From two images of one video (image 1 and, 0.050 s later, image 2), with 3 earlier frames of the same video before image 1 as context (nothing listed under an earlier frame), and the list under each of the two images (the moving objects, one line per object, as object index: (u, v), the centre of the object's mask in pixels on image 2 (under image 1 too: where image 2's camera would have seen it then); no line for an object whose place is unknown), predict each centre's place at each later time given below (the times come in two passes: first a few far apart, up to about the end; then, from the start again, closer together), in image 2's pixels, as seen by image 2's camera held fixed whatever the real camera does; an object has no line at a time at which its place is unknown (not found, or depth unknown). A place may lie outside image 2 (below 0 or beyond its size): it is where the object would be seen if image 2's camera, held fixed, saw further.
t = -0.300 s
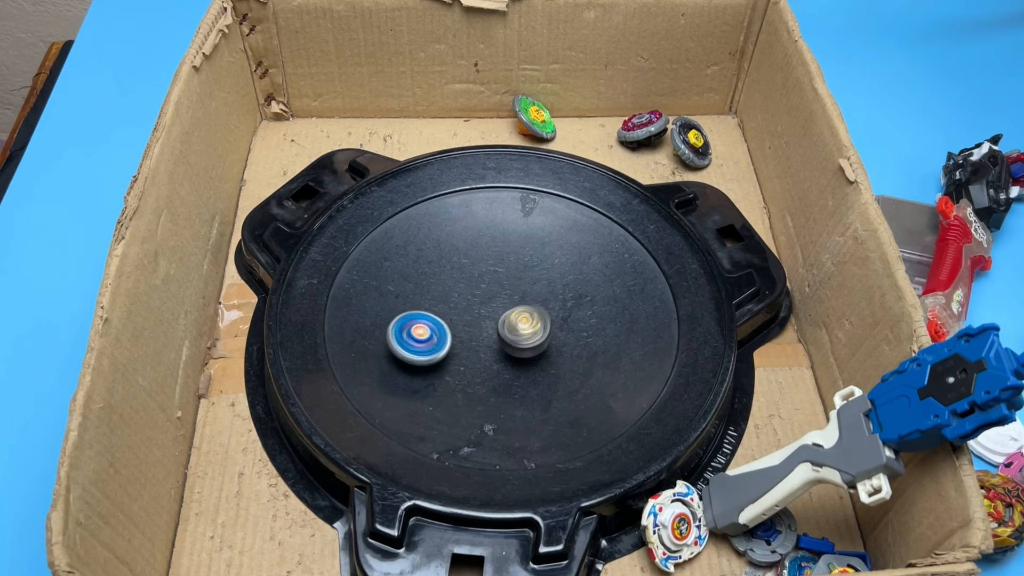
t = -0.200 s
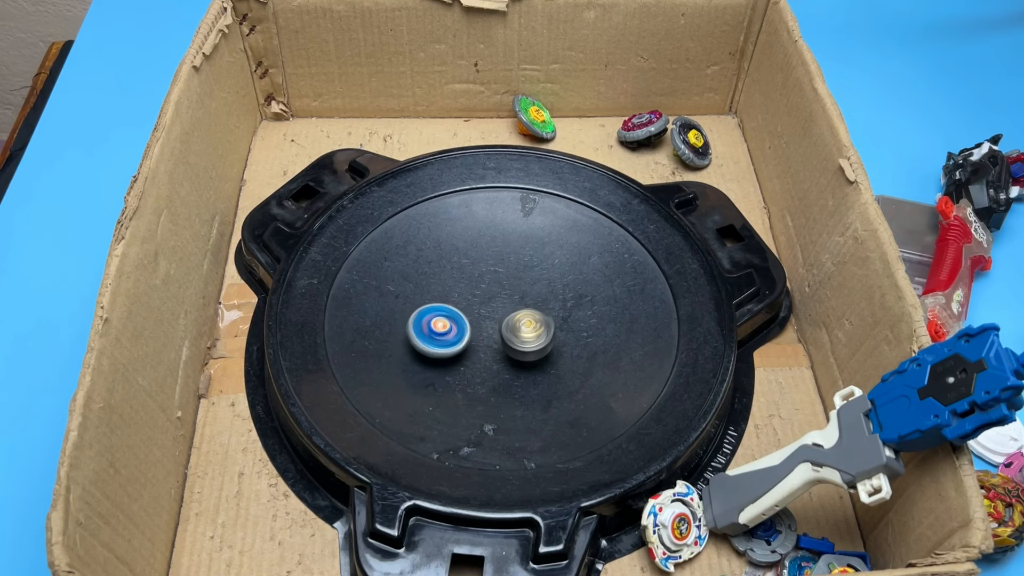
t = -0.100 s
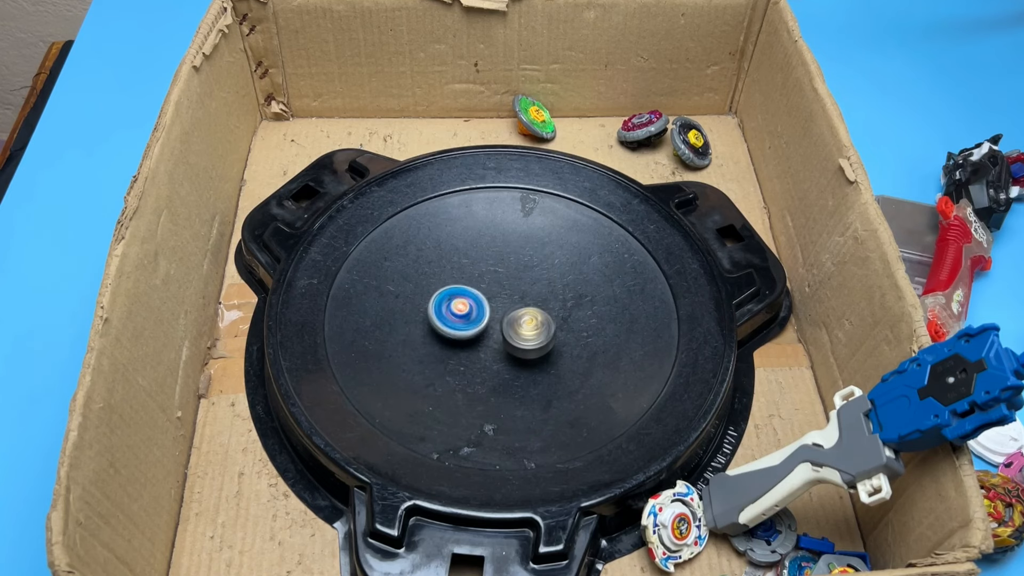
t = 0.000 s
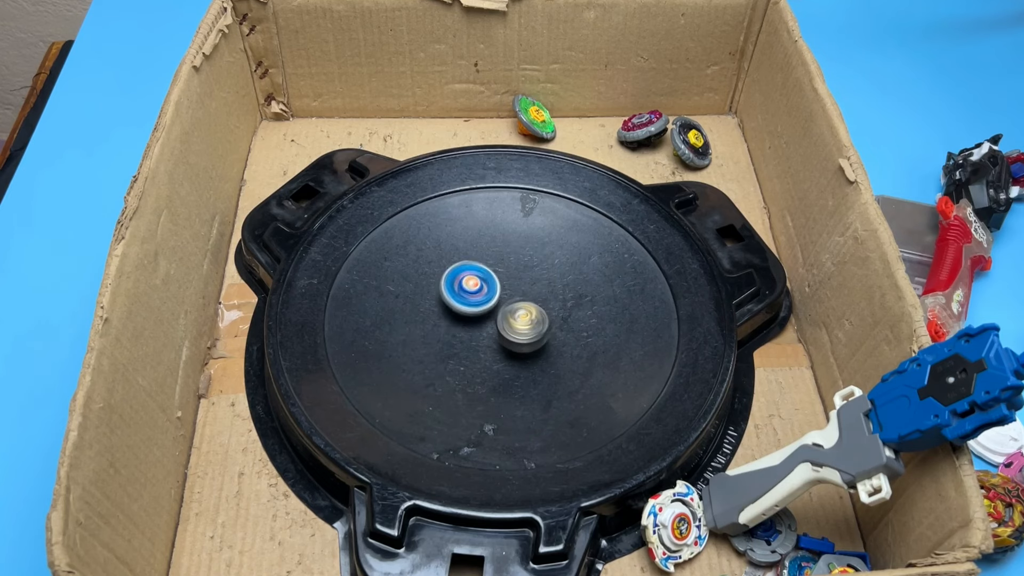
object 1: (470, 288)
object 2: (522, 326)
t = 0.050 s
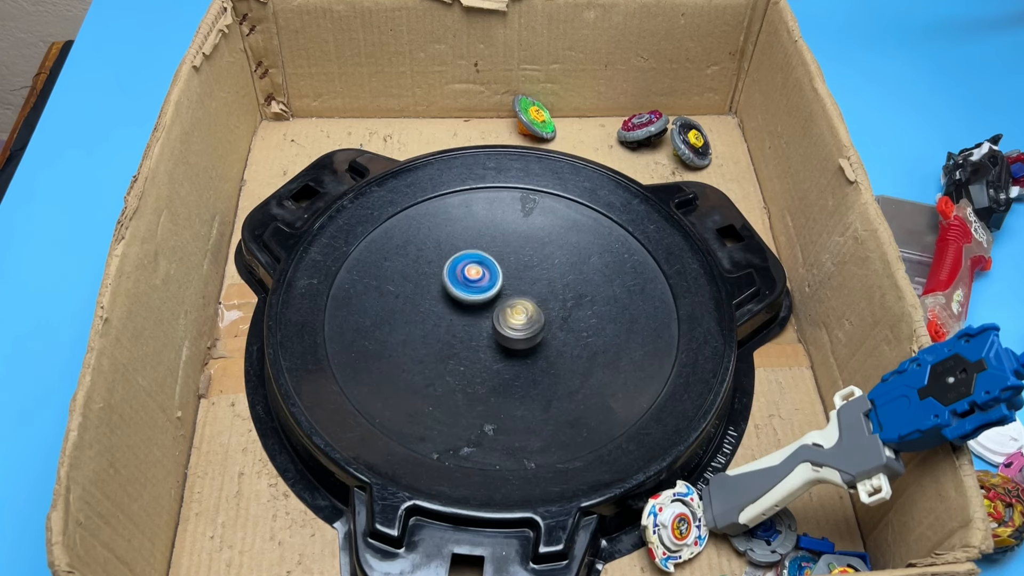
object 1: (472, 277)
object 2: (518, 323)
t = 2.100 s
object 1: (570, 341)
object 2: (489, 309)
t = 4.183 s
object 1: (572, 279)
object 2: (521, 311)
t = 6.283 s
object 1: (542, 290)
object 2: (493, 316)
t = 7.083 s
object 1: (516, 359)
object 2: (512, 308)
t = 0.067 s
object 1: (472, 273)
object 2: (516, 323)
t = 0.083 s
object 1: (472, 270)
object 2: (515, 321)
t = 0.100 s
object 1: (472, 267)
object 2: (513, 321)
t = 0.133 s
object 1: (472, 261)
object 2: (510, 320)
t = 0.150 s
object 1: (471, 258)
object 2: (509, 319)
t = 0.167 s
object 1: (471, 256)
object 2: (507, 318)
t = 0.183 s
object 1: (470, 254)
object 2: (505, 318)
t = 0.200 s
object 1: (470, 253)
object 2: (503, 317)
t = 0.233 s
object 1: (469, 250)
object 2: (500, 316)
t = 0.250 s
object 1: (468, 250)
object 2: (498, 316)
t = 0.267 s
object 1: (468, 250)
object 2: (496, 315)
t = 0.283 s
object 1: (468, 250)
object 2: (495, 315)
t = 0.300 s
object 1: (468, 251)
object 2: (493, 314)
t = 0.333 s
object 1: (469, 255)
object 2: (490, 314)
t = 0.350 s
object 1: (470, 256)
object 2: (489, 313)
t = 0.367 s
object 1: (471, 258)
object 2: (487, 313)
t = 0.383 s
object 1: (473, 260)
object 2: (487, 313)
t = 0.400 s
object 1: (475, 262)
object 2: (486, 314)
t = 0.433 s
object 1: (480, 266)
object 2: (484, 314)
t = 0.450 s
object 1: (483, 268)
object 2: (484, 313)
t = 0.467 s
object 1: (487, 269)
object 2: (483, 315)
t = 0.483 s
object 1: (491, 270)
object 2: (483, 315)
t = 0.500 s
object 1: (495, 271)
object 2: (483, 317)
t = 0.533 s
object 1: (504, 272)
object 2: (483, 318)
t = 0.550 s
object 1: (508, 273)
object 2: (483, 318)
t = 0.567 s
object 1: (513, 274)
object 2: (485, 319)
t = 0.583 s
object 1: (517, 274)
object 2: (485, 319)
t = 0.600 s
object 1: (521, 274)
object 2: (486, 321)
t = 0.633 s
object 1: (530, 274)
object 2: (489, 321)
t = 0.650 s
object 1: (534, 274)
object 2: (489, 322)
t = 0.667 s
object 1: (537, 273)
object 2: (492, 322)
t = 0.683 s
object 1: (541, 272)
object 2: (492, 322)
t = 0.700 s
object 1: (544, 272)
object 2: (494, 323)
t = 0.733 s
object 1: (550, 271)
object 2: (498, 323)
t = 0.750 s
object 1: (553, 270)
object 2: (500, 322)
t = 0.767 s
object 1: (556, 269)
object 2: (502, 322)
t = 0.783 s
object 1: (558, 268)
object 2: (503, 322)
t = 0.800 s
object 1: (560, 268)
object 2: (505, 321)
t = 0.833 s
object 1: (563, 267)
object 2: (510, 320)
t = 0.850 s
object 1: (565, 267)
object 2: (512, 320)
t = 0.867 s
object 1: (565, 267)
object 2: (512, 319)
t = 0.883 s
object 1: (566, 266)
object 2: (514, 318)
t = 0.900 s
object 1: (565, 267)
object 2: (514, 317)
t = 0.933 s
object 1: (564, 269)
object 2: (517, 315)
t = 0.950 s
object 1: (564, 270)
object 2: (519, 314)
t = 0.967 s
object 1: (563, 271)
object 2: (520, 313)
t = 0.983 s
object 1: (563, 272)
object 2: (521, 312)
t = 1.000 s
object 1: (562, 274)
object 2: (522, 311)
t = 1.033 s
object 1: (566, 274)
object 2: (521, 311)
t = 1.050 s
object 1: (573, 270)
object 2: (517, 313)
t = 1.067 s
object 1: (578, 267)
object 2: (515, 315)
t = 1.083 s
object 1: (582, 264)
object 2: (512, 316)
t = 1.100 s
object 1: (584, 262)
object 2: (511, 316)
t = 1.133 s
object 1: (586, 257)
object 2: (508, 317)
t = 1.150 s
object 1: (587, 255)
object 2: (506, 318)
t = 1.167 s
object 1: (587, 254)
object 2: (505, 319)
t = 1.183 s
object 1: (586, 252)
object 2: (504, 320)
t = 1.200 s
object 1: (585, 251)
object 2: (504, 321)
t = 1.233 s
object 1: (581, 251)
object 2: (502, 323)
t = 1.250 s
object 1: (578, 252)
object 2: (502, 324)
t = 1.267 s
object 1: (575, 253)
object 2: (499, 325)
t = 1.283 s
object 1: (572, 255)
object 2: (498, 325)
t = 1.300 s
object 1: (569, 258)
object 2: (496, 326)
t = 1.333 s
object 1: (562, 264)
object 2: (493, 328)
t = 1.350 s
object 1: (560, 267)
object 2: (491, 328)
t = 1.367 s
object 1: (557, 271)
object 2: (491, 329)
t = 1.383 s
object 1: (555, 274)
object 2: (489, 329)
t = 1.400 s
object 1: (553, 278)
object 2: (489, 329)
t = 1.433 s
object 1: (549, 286)
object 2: (486, 330)
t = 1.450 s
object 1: (548, 291)
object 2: (485, 330)
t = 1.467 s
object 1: (546, 295)
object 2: (484, 330)
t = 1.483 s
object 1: (545, 299)
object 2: (484, 331)
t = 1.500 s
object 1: (544, 304)
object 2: (483, 330)
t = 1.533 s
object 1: (542, 312)
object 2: (483, 330)
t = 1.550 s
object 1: (541, 316)
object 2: (484, 330)
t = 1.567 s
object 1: (540, 321)
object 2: (482, 329)
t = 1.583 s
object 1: (541, 325)
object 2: (482, 329)
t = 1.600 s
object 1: (549, 329)
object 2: (477, 329)
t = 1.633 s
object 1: (561, 336)
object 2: (472, 328)
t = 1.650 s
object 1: (566, 339)
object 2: (469, 327)
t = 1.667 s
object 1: (569, 342)
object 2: (469, 327)
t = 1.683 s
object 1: (572, 344)
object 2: (467, 327)
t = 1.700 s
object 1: (576, 346)
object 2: (467, 326)
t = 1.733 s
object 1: (582, 350)
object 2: (465, 326)
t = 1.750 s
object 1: (586, 352)
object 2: (466, 325)
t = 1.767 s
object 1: (589, 353)
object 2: (464, 325)
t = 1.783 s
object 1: (592, 354)
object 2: (465, 324)
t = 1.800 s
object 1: (595, 355)
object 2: (464, 325)
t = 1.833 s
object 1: (601, 356)
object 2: (467, 323)
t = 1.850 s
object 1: (603, 356)
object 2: (467, 321)
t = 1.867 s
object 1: (605, 356)
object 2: (468, 320)
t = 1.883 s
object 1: (606, 355)
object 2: (468, 320)
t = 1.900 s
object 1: (606, 354)
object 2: (471, 318)
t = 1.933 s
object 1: (606, 352)
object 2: (473, 317)
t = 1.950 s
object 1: (604, 351)
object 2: (476, 316)
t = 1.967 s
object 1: (602, 350)
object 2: (476, 315)
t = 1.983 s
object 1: (600, 348)
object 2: (479, 314)
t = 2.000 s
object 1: (596, 347)
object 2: (480, 314)
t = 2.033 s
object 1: (588, 344)
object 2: (484, 312)
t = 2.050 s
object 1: (584, 343)
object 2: (484, 311)
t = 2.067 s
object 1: (579, 342)
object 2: (486, 310)
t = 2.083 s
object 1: (575, 342)
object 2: (487, 310)
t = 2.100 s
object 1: (570, 341)
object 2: (489, 309)
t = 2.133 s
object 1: (560, 340)
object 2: (493, 307)
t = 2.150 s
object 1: (554, 340)
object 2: (495, 307)
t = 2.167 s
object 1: (550, 339)
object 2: (496, 306)
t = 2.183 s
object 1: (544, 339)
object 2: (498, 306)
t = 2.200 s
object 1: (542, 343)
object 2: (498, 303)
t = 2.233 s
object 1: (541, 352)
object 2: (497, 296)
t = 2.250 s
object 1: (539, 355)
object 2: (498, 295)
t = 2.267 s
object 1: (536, 357)
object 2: (498, 293)
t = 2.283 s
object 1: (533, 360)
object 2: (500, 291)
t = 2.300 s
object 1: (531, 362)
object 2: (500, 290)
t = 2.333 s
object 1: (525, 366)
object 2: (502, 289)
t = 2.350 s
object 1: (523, 368)
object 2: (503, 288)
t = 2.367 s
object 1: (520, 369)
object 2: (504, 288)
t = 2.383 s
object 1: (517, 371)
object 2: (504, 287)
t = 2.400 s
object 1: (515, 373)
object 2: (505, 287)
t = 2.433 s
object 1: (509, 375)
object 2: (506, 286)
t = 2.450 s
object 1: (508, 376)
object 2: (508, 286)
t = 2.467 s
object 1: (505, 377)
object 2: (508, 285)
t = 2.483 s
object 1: (502, 378)
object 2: (510, 285)
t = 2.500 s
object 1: (500, 379)
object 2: (511, 286)
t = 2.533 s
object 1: (496, 379)
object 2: (512, 285)
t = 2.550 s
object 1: (494, 379)
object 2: (513, 286)
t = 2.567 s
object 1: (492, 380)
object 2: (514, 286)
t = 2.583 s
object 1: (490, 379)
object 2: (516, 287)
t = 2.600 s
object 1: (488, 379)
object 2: (516, 288)
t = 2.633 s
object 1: (485, 378)
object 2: (518, 290)
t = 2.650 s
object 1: (484, 377)
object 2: (518, 291)
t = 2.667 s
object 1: (483, 376)
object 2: (520, 291)
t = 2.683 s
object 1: (481, 374)
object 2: (519, 293)
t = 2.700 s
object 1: (479, 372)
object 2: (520, 294)
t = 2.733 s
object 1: (476, 369)
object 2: (521, 297)
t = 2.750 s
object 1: (475, 366)
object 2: (522, 297)
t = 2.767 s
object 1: (474, 364)
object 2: (522, 299)
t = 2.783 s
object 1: (473, 362)
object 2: (523, 301)
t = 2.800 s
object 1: (472, 359)
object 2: (524, 302)
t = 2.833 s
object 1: (469, 354)
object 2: (523, 306)
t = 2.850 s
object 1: (468, 352)
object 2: (523, 308)
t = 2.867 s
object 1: (466, 349)
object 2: (522, 310)
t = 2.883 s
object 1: (465, 346)
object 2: (523, 310)
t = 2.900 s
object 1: (464, 344)
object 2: (521, 313)
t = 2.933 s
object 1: (462, 338)
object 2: (522, 315)
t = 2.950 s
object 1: (460, 336)
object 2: (520, 317)
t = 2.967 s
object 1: (460, 333)
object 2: (520, 318)
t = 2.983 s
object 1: (459, 330)
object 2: (520, 320)
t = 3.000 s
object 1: (458, 327)
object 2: (519, 322)
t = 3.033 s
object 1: (457, 321)
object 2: (517, 323)
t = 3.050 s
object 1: (456, 319)
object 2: (517, 325)
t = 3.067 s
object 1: (456, 316)
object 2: (517, 325)
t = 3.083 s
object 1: (455, 313)
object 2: (515, 326)
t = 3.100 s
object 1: (455, 311)
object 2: (514, 327)
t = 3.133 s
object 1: (454, 306)
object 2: (512, 329)
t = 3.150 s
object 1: (454, 303)
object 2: (511, 328)
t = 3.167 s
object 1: (453, 301)
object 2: (510, 330)
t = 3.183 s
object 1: (453, 299)
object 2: (508, 331)
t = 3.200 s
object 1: (454, 297)
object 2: (508, 330)
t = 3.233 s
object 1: (454, 292)
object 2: (504, 331)
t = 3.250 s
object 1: (455, 290)
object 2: (504, 331)
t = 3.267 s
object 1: (455, 288)
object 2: (501, 331)
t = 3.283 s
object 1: (455, 286)
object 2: (500, 330)
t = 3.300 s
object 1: (456, 284)
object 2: (498, 331)
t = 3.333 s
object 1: (457, 281)
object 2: (496, 330)
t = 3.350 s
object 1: (458, 279)
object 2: (494, 329)
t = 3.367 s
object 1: (459, 278)
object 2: (492, 329)
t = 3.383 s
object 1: (460, 277)
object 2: (493, 328)
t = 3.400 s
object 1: (460, 276)
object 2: (491, 327)
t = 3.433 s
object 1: (463, 276)
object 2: (490, 326)
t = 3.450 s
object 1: (465, 275)
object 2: (488, 325)
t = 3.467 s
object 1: (468, 274)
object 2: (488, 324)
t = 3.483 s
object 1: (471, 275)
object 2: (488, 325)
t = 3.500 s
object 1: (473, 274)
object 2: (487, 324)
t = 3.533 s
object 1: (478, 274)
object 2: (486, 322)
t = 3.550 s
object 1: (481, 274)
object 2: (486, 321)
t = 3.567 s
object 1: (483, 273)
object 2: (487, 319)
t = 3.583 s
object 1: (487, 273)
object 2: (486, 319)
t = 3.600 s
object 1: (491, 271)
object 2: (486, 319)
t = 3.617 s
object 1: (494, 270)
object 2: (487, 319)
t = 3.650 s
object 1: (499, 268)
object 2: (486, 317)
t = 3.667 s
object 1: (502, 267)
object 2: (488, 317)
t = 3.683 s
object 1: (504, 266)
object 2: (488, 315)
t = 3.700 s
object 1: (507, 266)
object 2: (489, 315)
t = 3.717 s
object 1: (510, 265)
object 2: (490, 315)
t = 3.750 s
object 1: (515, 264)
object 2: (493, 313)
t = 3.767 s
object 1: (517, 264)
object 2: (493, 314)
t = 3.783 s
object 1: (520, 263)
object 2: (495, 313)
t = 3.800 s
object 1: (522, 263)
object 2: (497, 312)
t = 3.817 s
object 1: (525, 263)
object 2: (497, 312)
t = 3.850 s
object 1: (529, 263)
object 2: (501, 310)
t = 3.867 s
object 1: (532, 264)
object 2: (502, 310)
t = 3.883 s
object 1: (534, 264)
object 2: (503, 310)
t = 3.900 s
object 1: (536, 265)
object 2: (506, 309)
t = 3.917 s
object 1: (538, 265)
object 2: (506, 309)
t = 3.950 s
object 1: (543, 266)
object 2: (511, 308)
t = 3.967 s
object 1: (544, 267)
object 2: (511, 308)
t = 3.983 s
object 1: (546, 268)
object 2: (512, 307)
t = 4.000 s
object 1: (549, 269)
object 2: (515, 307)
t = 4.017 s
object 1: (551, 271)
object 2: (516, 307)
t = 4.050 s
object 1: (556, 272)
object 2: (518, 308)
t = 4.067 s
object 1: (559, 274)
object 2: (517, 308)
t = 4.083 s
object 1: (562, 274)
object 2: (517, 308)
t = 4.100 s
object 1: (564, 274)
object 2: (518, 309)
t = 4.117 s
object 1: (566, 275)
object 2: (518, 309)
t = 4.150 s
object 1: (569, 277)
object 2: (520, 311)
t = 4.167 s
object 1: (571, 277)
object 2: (520, 311)
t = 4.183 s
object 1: (572, 279)
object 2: (521, 311)
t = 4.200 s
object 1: (574, 281)
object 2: (521, 312)
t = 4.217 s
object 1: (574, 282)
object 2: (521, 313)
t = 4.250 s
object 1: (576, 285)
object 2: (522, 314)
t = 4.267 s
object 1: (577, 287)
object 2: (522, 314)
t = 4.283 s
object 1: (577, 289)
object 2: (522, 314)
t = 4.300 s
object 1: (577, 291)
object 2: (523, 315)
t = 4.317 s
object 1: (577, 293)
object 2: (523, 316)
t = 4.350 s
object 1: (576, 297)
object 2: (523, 317)
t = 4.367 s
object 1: (576, 300)
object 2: (523, 318)
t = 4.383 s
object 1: (576, 302)
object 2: (522, 317)
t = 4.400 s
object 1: (578, 303)
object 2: (520, 319)
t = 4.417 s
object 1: (579, 305)
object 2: (517, 319)
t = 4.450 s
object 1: (581, 308)
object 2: (515, 320)
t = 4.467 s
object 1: (582, 310)
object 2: (513, 320)
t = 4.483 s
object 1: (582, 311)
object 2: (511, 321)
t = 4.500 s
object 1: (582, 313)
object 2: (511, 321)
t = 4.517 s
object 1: (582, 315)
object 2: (509, 322)
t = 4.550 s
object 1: (581, 319)
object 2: (506, 322)
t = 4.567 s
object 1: (581, 321)
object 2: (504, 322)
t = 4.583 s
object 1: (580, 323)
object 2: (502, 322)
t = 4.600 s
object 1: (578, 325)
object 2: (502, 322)
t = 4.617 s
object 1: (577, 327)
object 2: (499, 322)
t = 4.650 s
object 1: (575, 331)
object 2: (498, 321)
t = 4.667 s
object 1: (573, 333)
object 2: (495, 321)
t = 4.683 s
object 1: (571, 335)
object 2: (494, 321)
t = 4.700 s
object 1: (569, 337)
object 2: (494, 320)
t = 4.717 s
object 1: (568, 339)
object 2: (492, 320)
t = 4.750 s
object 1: (563, 342)
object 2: (490, 318)
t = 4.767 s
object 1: (561, 344)
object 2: (489, 319)
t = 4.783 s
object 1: (559, 345)
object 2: (488, 318)
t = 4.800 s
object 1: (557, 346)
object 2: (487, 316)
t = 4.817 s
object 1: (554, 348)
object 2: (487, 317)
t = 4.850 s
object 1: (549, 350)
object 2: (486, 315)
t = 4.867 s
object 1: (547, 351)
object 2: (487, 315)
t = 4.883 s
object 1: (544, 352)
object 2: (486, 313)
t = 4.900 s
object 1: (541, 353)
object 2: (485, 312)
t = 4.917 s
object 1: (538, 353)
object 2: (486, 312)
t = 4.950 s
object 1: (532, 354)
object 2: (486, 310)
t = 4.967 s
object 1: (529, 354)
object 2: (487, 310)
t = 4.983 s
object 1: (525, 355)
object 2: (487, 309)
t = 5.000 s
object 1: (522, 355)
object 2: (486, 308)
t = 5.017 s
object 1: (520, 355)
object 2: (488, 308)
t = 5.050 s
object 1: (512, 354)
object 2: (487, 307)
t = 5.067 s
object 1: (509, 354)
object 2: (490, 306)
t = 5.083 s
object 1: (507, 354)
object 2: (490, 306)
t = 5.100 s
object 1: (504, 355)
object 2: (491, 305)
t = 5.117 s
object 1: (500, 355)
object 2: (493, 303)
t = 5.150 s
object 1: (495, 354)
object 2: (495, 302)
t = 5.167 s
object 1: (492, 354)
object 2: (496, 302)
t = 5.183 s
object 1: (488, 354)
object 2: (498, 302)
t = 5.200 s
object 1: (485, 353)
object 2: (499, 301)
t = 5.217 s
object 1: (483, 352)
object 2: (500, 300)
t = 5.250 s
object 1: (477, 351)
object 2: (503, 300)
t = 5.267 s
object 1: (474, 350)
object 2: (504, 300)
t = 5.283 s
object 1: (472, 349)
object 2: (506, 300)
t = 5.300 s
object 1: (470, 348)
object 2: (507, 300)
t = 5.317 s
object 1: (468, 347)
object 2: (508, 301)
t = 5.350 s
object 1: (463, 344)
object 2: (511, 301)
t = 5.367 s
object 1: (462, 343)
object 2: (513, 301)
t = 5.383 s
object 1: (461, 342)
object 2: (514, 301)
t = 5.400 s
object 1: (459, 340)
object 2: (516, 302)
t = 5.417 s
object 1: (458, 338)
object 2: (516, 303)
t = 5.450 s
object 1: (456, 335)
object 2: (519, 304)
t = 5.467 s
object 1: (455, 333)
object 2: (519, 305)
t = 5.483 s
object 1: (454, 330)
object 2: (520, 306)
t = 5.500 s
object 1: (454, 329)
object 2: (521, 306)
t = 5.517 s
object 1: (453, 327)
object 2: (521, 308)
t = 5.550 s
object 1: (453, 323)
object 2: (522, 309)
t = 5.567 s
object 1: (453, 321)
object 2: (523, 311)
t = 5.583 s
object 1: (453, 319)
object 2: (523, 312)
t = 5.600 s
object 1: (453, 317)
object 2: (523, 313)
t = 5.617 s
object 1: (454, 315)
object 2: (524, 314)
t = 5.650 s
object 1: (456, 311)
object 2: (523, 316)
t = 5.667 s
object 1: (456, 310)
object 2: (524, 317)
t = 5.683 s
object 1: (457, 308)
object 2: (522, 319)
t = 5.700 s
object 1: (459, 306)
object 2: (522, 321)
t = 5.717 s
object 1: (460, 304)
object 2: (522, 320)
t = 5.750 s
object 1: (463, 301)
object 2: (521, 324)
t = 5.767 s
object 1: (465, 299)
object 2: (520, 324)
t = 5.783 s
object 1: (467, 297)
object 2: (520, 325)
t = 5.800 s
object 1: (469, 296)
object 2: (518, 325)
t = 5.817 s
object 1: (470, 295)
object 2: (517, 326)
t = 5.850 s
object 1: (473, 292)
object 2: (515, 328)
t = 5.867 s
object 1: (477, 290)
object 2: (514, 329)
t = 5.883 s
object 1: (479, 289)
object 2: (513, 328)
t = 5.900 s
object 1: (480, 288)
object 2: (512, 330)
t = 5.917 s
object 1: (482, 287)
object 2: (511, 330)
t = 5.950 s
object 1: (489, 285)
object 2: (509, 330)
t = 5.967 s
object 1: (491, 284)
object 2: (506, 330)
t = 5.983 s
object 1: (493, 284)
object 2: (505, 330)
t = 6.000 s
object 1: (495, 283)
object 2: (504, 329)
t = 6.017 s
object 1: (499, 283)
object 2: (502, 330)
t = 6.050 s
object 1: (505, 282)
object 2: (500, 328)
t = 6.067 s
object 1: (507, 283)
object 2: (500, 328)
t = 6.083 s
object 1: (510, 282)
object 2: (499, 327)
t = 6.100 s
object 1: (514, 283)
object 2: (497, 326)
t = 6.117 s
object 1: (517, 282)
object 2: (497, 325)
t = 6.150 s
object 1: (521, 283)
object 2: (494, 324)
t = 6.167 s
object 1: (525, 284)
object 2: (494, 323)
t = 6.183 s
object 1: (528, 285)
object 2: (493, 323)
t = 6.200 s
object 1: (531, 286)
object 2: (494, 321)
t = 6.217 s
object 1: (532, 287)
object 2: (492, 319)
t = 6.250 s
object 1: (537, 289)
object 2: (492, 318)
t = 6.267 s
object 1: (540, 289)
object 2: (492, 317)
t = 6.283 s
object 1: (542, 290)
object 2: (493, 316)
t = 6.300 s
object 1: (543, 291)
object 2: (492, 315)
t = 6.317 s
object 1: (545, 292)
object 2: (493, 314)
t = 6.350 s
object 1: (550, 296)
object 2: (494, 312)
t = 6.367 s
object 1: (550, 297)
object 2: (495, 310)
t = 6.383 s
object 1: (552, 298)
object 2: (495, 309)
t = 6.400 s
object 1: (553, 299)
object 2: (497, 308)
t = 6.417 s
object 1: (555, 301)
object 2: (497, 307)
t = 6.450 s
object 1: (556, 304)
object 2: (499, 305)
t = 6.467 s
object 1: (558, 306)
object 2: (499, 305)
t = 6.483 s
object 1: (560, 308)
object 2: (500, 304)
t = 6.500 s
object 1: (562, 310)
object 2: (500, 302)
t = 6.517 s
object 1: (563, 312)
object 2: (502, 302)
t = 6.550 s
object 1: (565, 314)
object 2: (503, 301)
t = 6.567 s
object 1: (566, 317)
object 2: (504, 300)
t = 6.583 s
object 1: (567, 319)
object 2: (504, 300)
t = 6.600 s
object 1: (567, 321)
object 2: (505, 300)
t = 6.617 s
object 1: (567, 322)
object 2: (506, 298)
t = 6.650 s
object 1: (567, 326)
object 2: (508, 299)
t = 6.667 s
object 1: (566, 329)
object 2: (508, 299)
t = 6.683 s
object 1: (565, 331)
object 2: (510, 298)
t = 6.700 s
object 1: (564, 332)
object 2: (510, 299)
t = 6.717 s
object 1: (564, 333)
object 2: (511, 299)
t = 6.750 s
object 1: (561, 338)
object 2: (513, 299)
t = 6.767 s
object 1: (559, 339)
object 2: (513, 300)
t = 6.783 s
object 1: (558, 340)
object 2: (513, 300)
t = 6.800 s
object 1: (556, 341)
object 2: (514, 300)
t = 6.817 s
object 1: (555, 343)
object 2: (514, 302)
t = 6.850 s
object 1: (550, 346)
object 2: (514, 303)
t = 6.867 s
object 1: (548, 347)
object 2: (516, 303)
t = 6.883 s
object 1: (546, 347)
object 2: (515, 304)
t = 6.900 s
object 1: (544, 349)
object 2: (515, 305)
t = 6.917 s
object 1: (541, 351)
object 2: (515, 304)
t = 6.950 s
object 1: (536, 354)
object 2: (516, 306)
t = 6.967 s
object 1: (534, 355)
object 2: (515, 305)
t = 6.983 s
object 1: (532, 357)
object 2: (516, 305)
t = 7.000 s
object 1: (529, 358)
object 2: (516, 307)
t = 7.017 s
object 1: (526, 359)
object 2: (516, 307)
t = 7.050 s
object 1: (521, 359)
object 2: (515, 307)
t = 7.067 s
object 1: (519, 359)
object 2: (513, 307)
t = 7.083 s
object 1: (516, 359)
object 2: (512, 308)
